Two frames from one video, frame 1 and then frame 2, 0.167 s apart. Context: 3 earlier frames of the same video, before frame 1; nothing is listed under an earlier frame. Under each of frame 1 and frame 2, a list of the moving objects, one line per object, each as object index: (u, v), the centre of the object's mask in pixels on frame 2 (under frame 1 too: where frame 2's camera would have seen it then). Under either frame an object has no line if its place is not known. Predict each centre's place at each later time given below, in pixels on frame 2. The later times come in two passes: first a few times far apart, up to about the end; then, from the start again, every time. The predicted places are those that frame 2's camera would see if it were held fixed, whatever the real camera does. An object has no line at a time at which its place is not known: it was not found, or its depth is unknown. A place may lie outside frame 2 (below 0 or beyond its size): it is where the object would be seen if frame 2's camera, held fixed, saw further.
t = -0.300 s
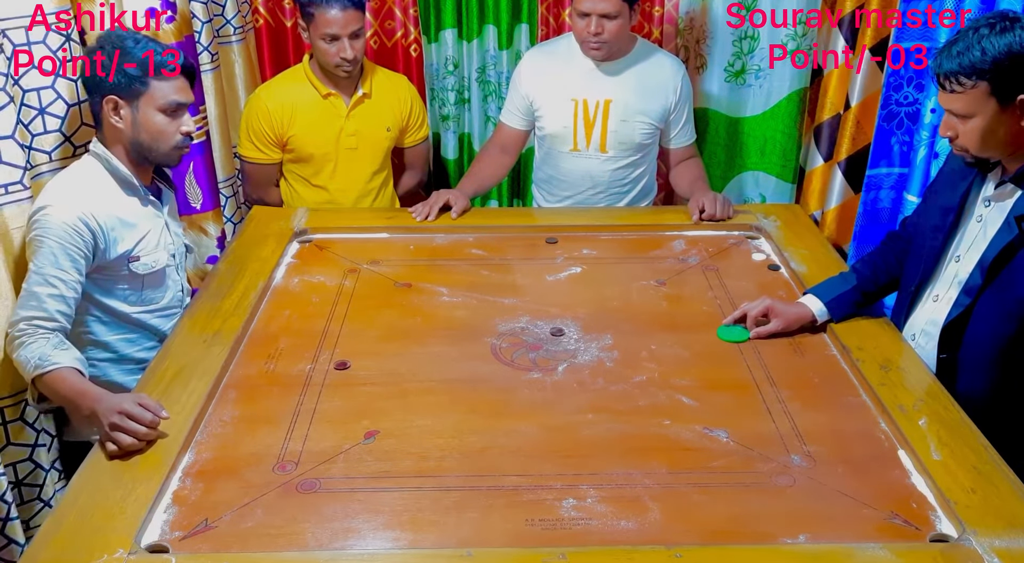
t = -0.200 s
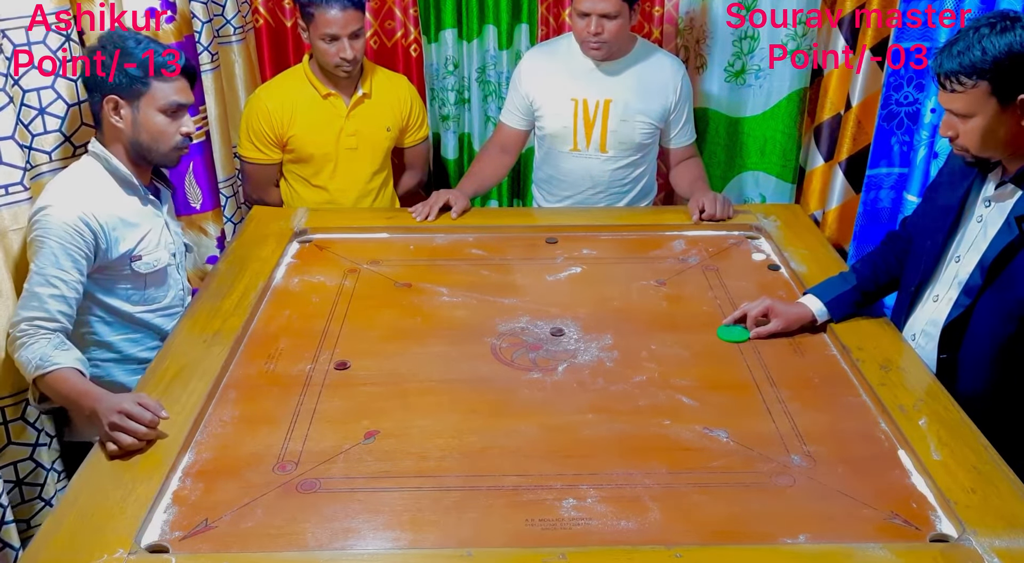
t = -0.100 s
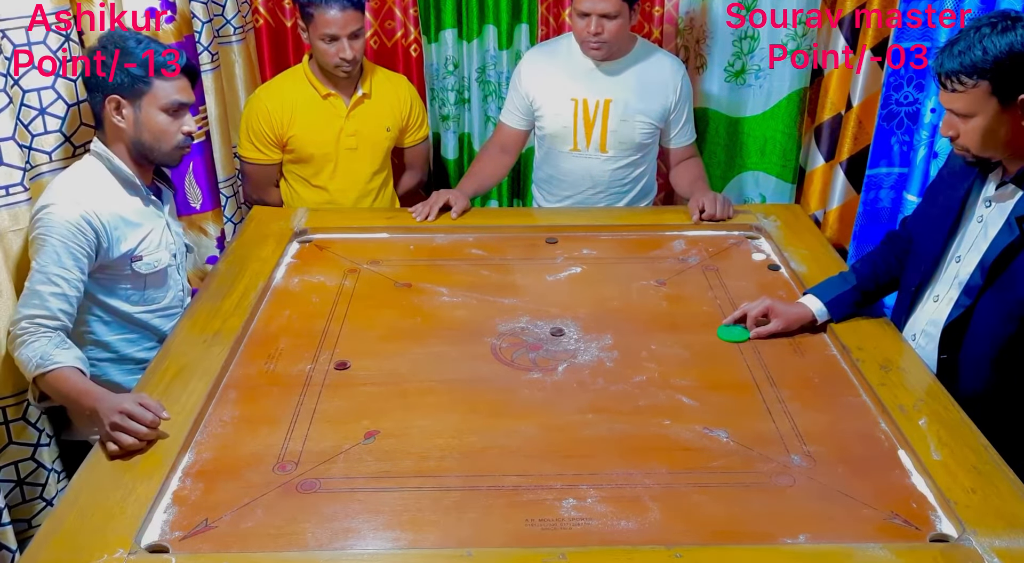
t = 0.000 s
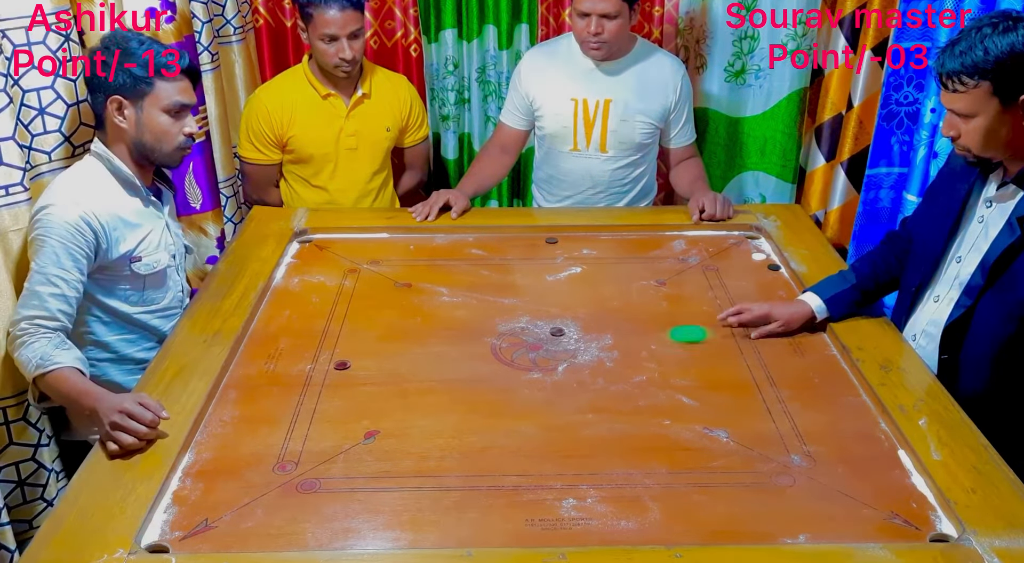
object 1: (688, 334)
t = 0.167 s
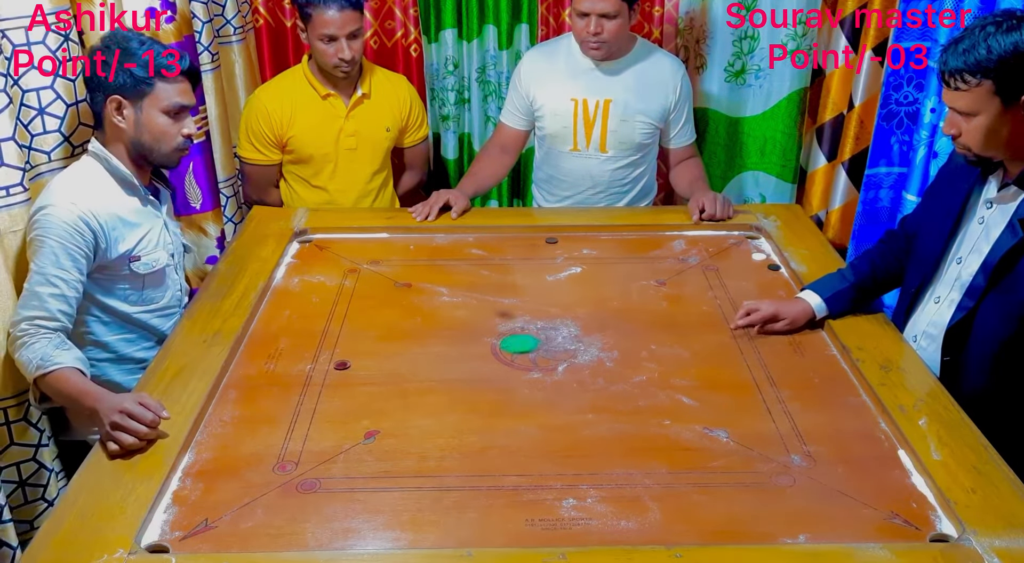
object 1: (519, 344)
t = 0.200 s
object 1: (491, 347)
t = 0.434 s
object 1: (317, 366)
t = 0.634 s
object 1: (260, 367)
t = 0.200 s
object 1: (491, 347)
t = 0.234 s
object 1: (462, 350)
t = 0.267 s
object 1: (433, 353)
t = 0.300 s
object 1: (406, 356)
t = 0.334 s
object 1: (378, 359)
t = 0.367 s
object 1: (355, 362)
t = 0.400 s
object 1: (336, 364)
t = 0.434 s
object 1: (317, 366)
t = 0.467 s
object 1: (299, 369)
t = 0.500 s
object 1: (288, 369)
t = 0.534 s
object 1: (280, 368)
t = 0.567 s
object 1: (272, 368)
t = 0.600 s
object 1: (265, 367)
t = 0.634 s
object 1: (260, 367)
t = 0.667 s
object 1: (254, 367)
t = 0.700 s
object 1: (248, 366)
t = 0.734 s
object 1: (247, 366)
